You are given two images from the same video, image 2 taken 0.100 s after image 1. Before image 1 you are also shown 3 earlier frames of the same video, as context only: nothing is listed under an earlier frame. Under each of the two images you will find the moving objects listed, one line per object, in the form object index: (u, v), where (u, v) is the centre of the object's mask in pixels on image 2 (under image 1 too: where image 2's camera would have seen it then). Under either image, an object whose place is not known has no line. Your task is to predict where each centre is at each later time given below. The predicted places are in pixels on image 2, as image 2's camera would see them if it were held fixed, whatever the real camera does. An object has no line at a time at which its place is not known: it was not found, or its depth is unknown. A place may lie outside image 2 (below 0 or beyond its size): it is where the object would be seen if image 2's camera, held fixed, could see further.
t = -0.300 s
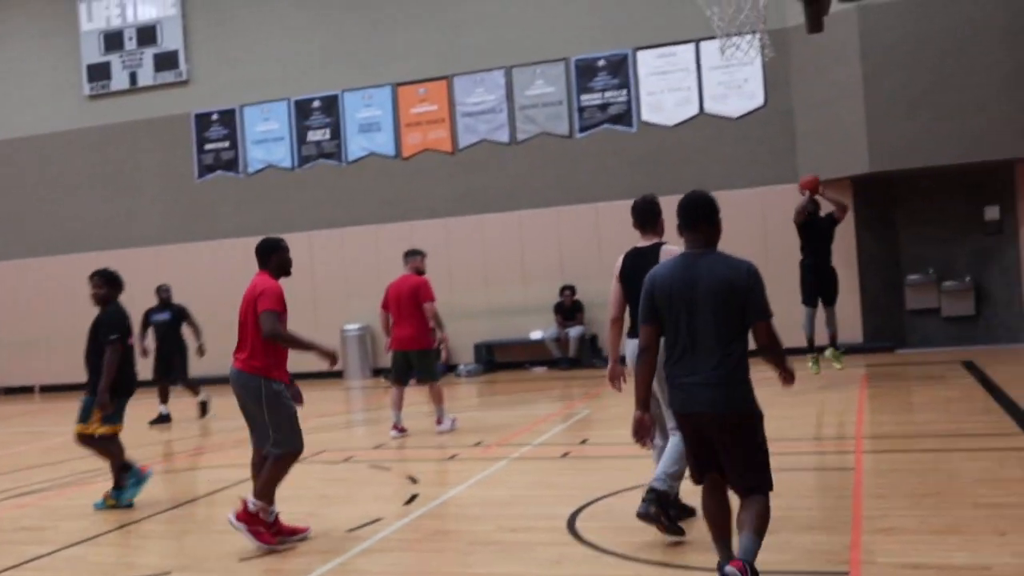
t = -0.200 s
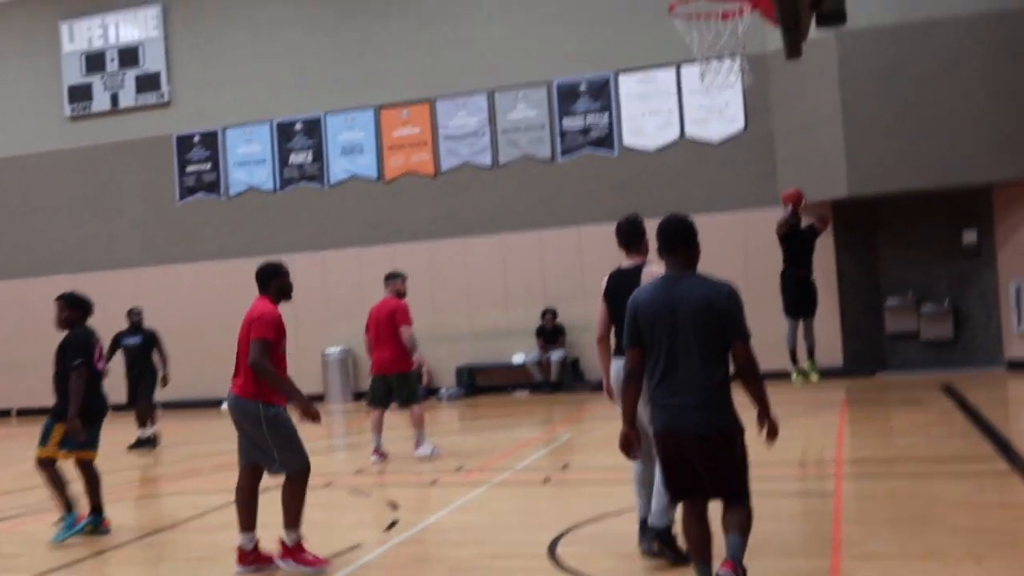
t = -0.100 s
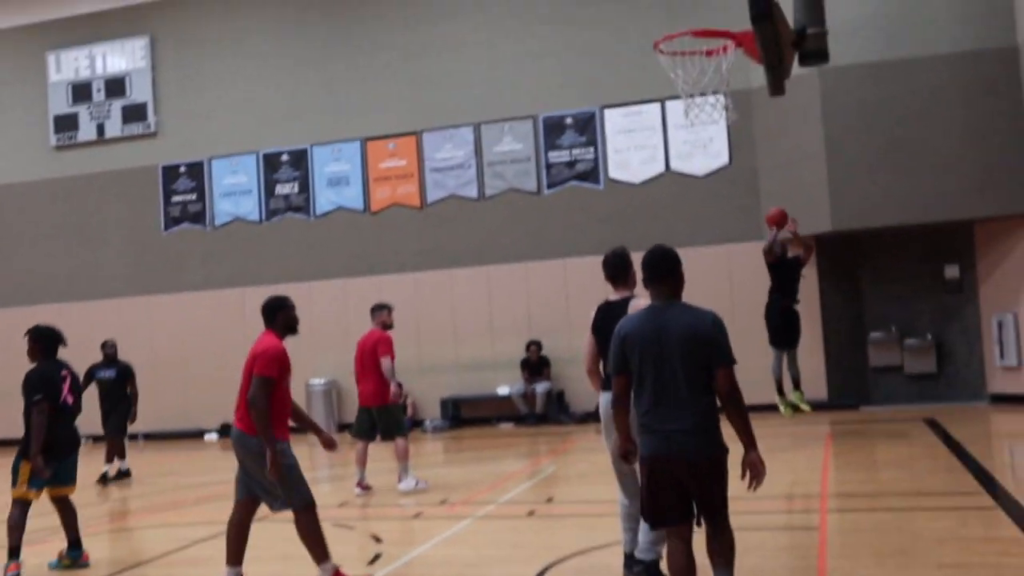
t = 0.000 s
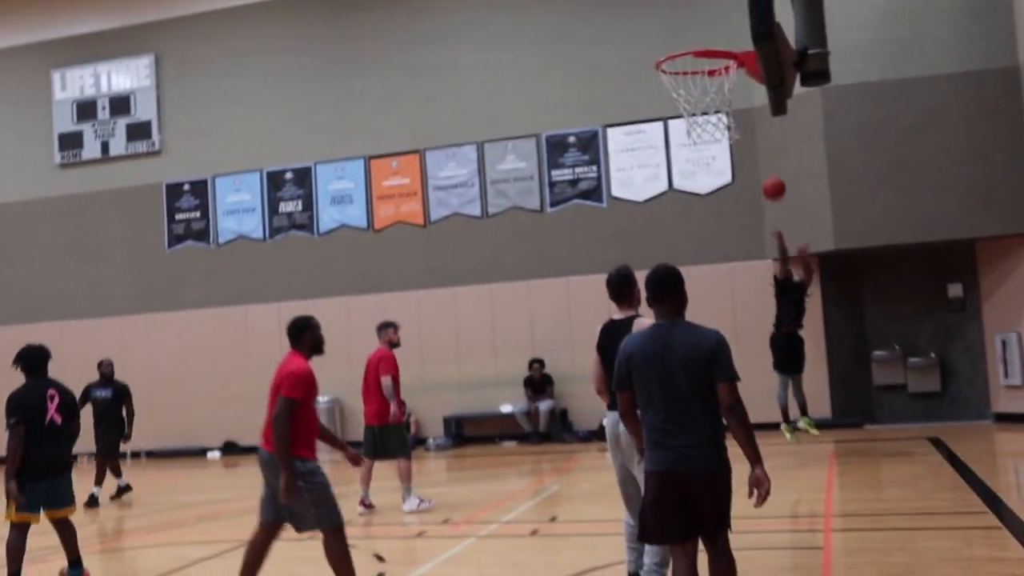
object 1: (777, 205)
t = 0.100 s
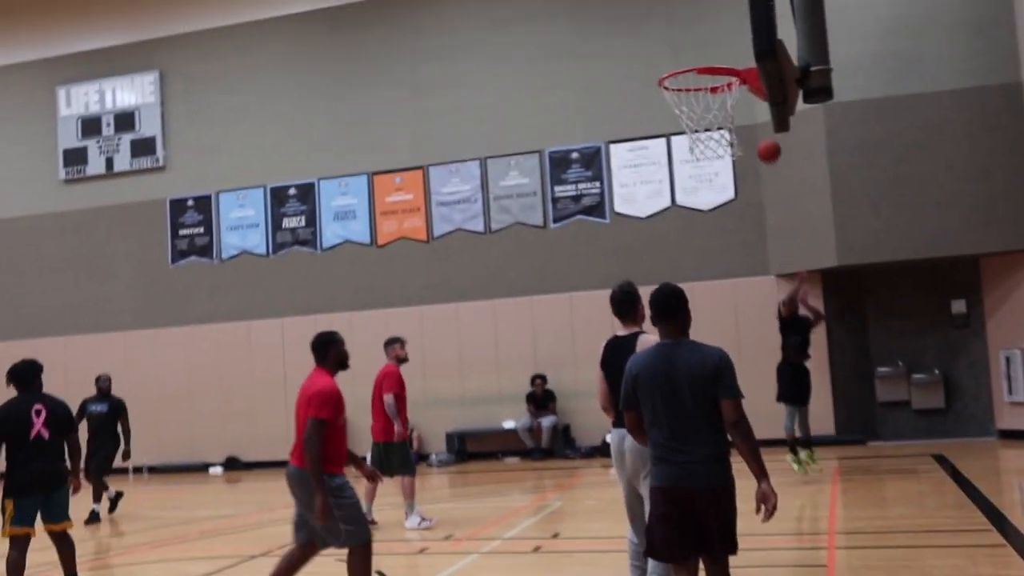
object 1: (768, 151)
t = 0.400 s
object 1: (743, 21)
